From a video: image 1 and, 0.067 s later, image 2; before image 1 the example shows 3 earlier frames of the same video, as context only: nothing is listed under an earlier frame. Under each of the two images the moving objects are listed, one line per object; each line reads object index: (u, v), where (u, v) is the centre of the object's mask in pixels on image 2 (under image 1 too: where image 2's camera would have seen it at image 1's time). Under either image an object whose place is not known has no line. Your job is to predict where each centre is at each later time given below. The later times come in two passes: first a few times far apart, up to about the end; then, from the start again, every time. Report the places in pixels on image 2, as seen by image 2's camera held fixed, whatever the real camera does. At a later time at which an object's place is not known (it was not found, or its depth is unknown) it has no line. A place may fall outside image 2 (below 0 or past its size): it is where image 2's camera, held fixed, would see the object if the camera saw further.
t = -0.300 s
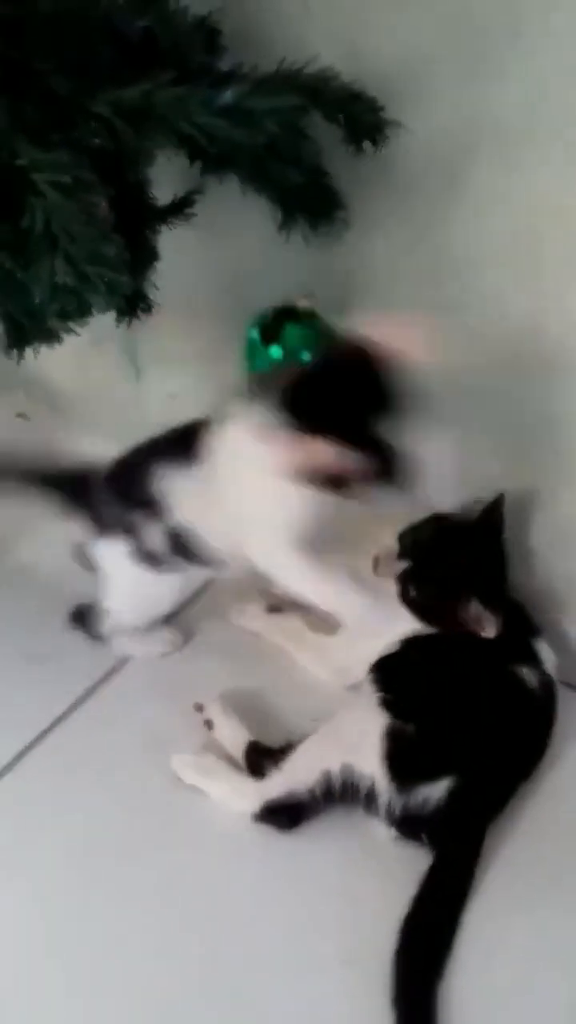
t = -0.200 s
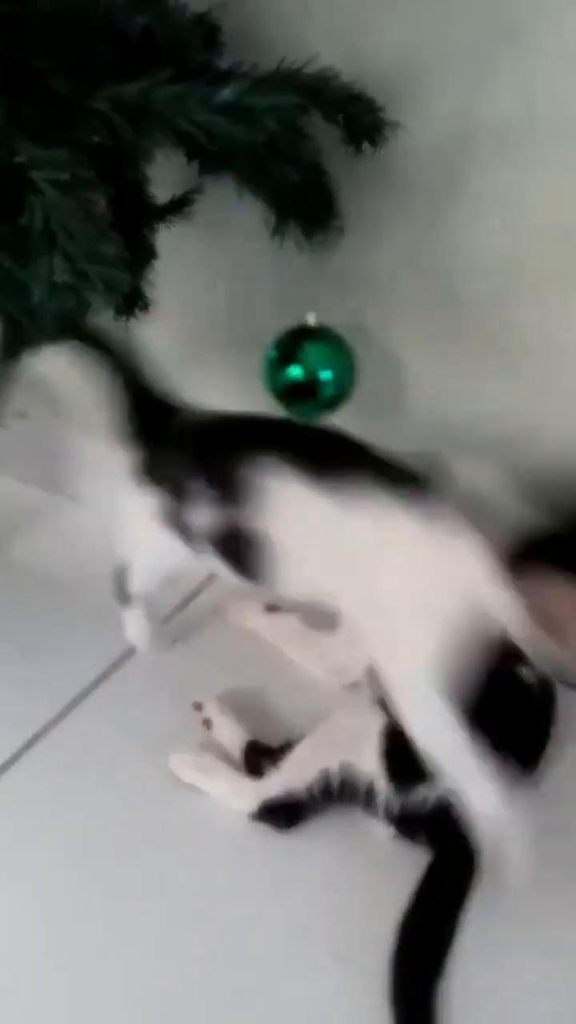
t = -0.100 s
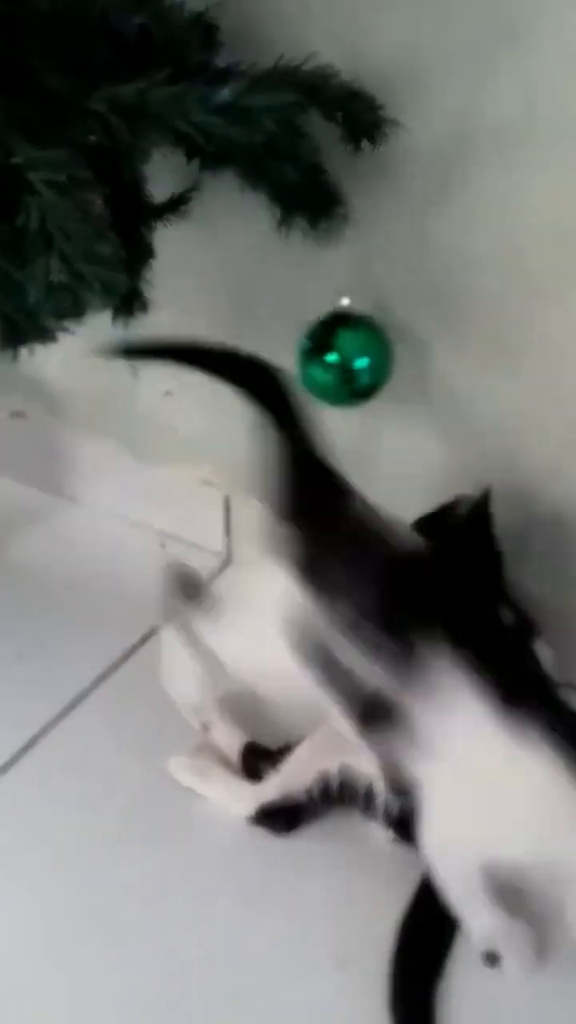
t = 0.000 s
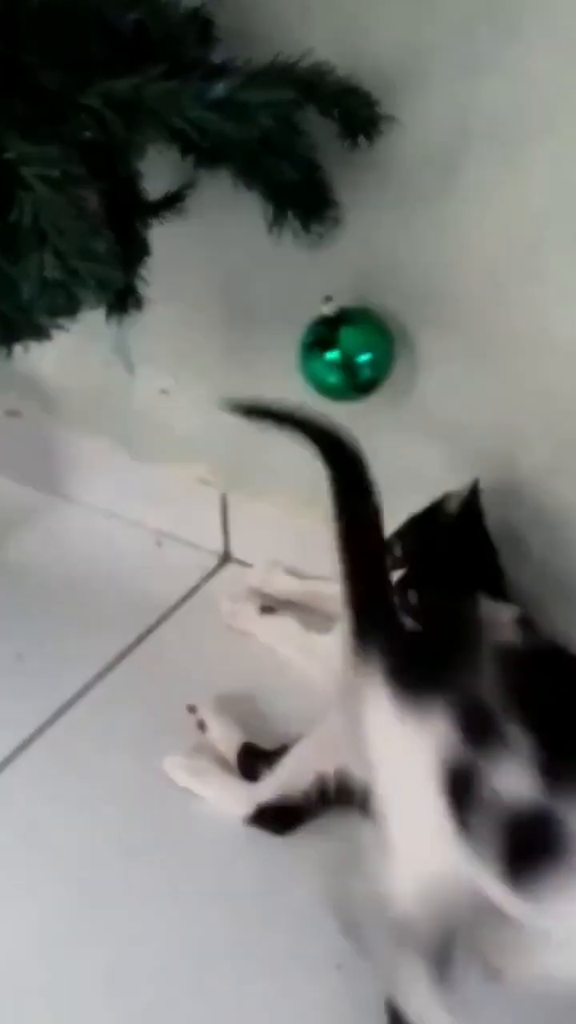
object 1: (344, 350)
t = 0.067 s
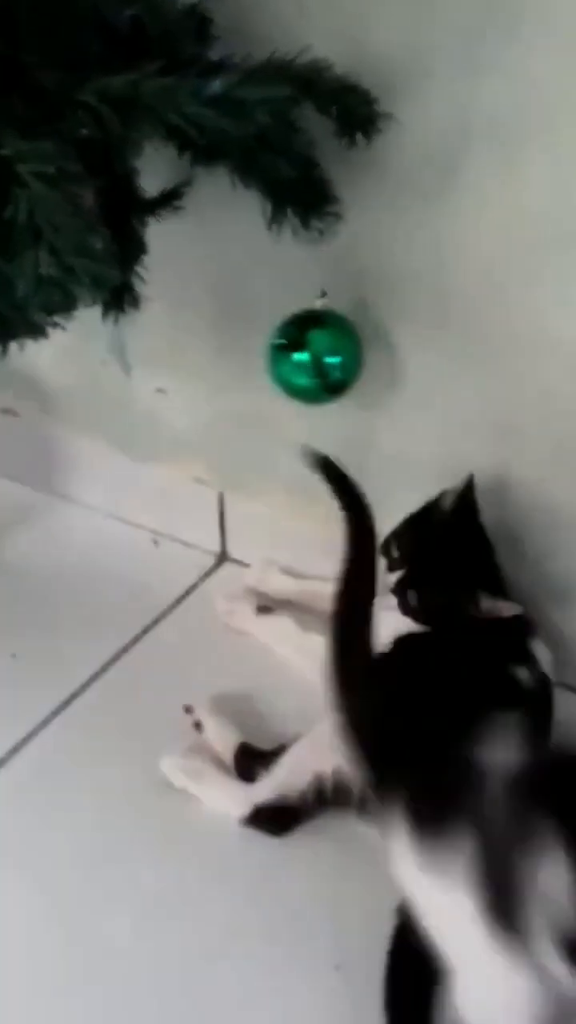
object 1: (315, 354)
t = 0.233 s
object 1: (273, 343)
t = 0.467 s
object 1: (311, 352)
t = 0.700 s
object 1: (330, 346)
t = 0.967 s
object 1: (293, 350)
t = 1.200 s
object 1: (314, 349)
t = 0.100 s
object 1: (299, 355)
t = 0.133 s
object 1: (283, 354)
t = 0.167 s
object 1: (274, 351)
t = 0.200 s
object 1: (271, 349)
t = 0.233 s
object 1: (273, 343)
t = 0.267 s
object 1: (279, 337)
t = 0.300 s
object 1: (289, 335)
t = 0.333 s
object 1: (298, 338)
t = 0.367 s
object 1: (298, 347)
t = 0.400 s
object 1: (301, 352)
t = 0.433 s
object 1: (305, 352)
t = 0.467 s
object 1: (311, 352)
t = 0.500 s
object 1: (317, 354)
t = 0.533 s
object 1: (322, 359)
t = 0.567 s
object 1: (327, 360)
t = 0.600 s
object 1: (330, 356)
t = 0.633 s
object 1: (331, 351)
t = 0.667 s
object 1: (331, 348)
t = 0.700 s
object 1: (330, 346)
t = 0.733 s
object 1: (322, 347)
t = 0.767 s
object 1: (312, 349)
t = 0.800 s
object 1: (304, 349)
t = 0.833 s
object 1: (298, 349)
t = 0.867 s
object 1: (293, 348)
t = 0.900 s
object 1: (290, 348)
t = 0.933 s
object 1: (289, 349)
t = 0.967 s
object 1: (293, 350)
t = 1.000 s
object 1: (299, 348)
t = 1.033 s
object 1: (305, 346)
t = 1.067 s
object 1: (313, 343)
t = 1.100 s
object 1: (321, 344)
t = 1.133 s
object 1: (319, 347)
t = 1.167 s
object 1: (316, 349)
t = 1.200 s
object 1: (314, 349)
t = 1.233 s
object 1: (310, 350)
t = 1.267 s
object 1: (307, 352)
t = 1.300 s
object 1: (306, 353)
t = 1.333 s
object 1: (305, 354)
